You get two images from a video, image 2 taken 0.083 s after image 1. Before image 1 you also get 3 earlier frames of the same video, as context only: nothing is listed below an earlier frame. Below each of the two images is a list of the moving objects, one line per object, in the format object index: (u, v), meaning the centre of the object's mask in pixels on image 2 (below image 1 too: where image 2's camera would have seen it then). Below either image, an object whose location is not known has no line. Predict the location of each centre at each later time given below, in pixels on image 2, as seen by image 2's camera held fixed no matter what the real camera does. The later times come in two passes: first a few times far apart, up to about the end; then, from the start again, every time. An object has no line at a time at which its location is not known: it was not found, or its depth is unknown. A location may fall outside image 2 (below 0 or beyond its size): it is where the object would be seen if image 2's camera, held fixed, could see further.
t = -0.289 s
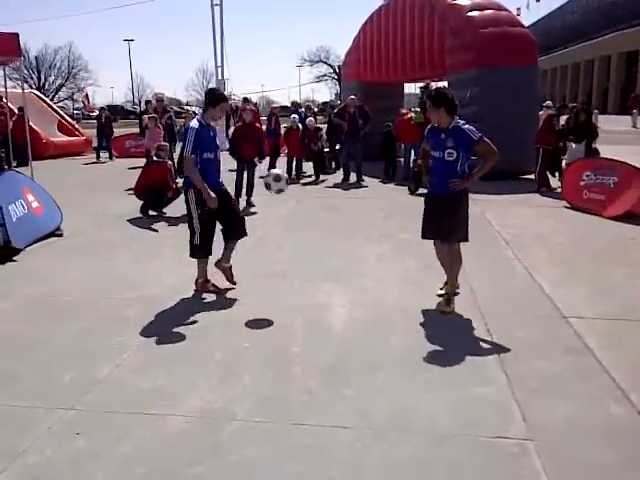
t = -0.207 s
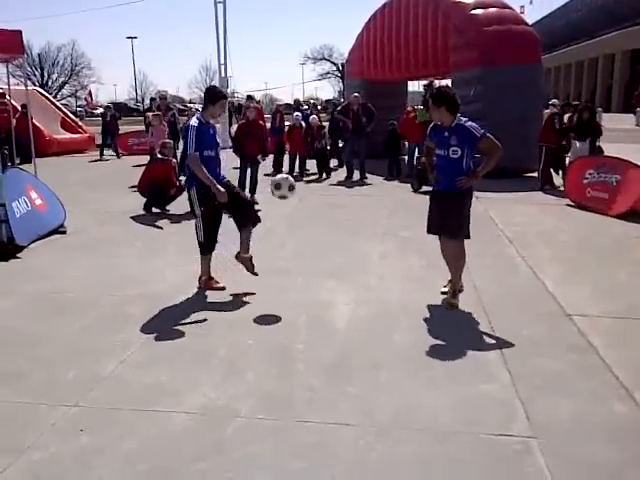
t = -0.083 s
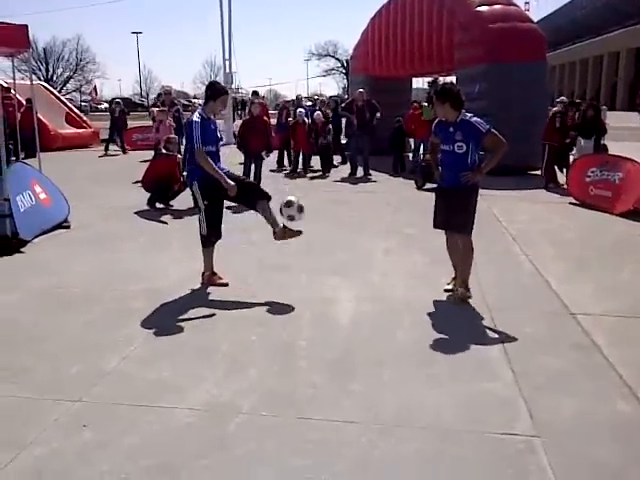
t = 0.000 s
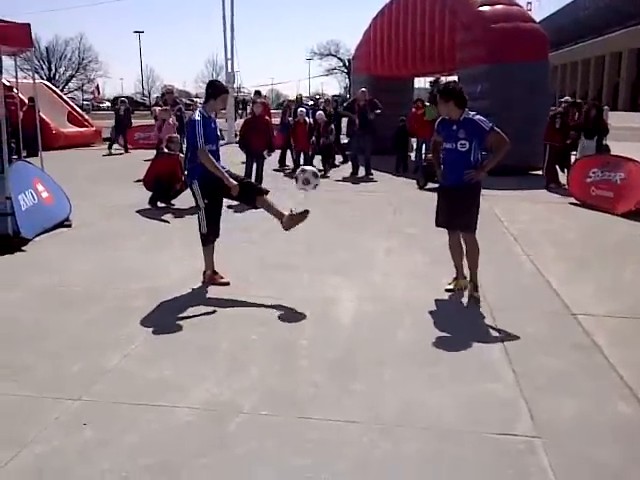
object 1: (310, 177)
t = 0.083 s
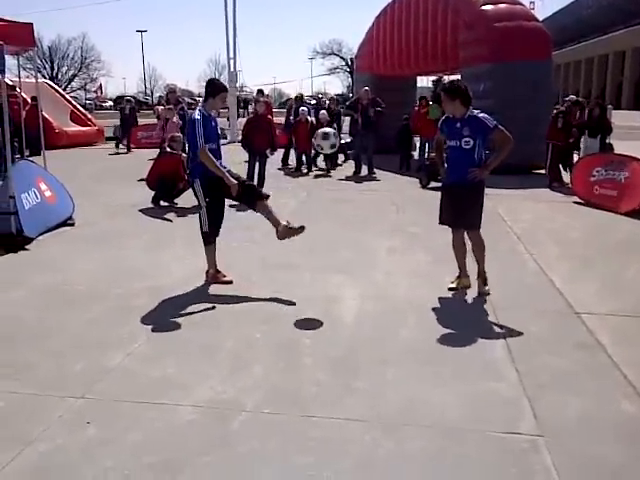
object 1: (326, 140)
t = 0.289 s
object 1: (367, 80)
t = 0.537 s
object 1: (414, 75)
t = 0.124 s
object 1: (335, 124)
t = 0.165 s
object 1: (342, 110)
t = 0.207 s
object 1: (351, 99)
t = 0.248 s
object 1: (359, 88)
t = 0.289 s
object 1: (367, 80)
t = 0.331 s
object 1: (376, 74)
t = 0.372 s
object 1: (383, 70)
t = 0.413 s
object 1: (391, 68)
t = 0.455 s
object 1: (399, 68)
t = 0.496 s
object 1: (406, 71)
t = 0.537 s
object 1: (414, 75)
